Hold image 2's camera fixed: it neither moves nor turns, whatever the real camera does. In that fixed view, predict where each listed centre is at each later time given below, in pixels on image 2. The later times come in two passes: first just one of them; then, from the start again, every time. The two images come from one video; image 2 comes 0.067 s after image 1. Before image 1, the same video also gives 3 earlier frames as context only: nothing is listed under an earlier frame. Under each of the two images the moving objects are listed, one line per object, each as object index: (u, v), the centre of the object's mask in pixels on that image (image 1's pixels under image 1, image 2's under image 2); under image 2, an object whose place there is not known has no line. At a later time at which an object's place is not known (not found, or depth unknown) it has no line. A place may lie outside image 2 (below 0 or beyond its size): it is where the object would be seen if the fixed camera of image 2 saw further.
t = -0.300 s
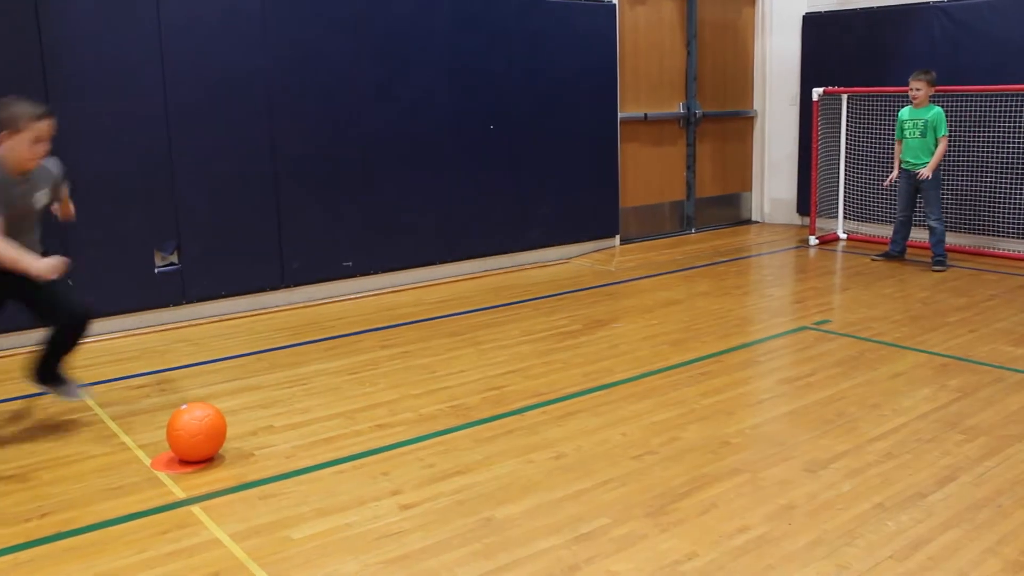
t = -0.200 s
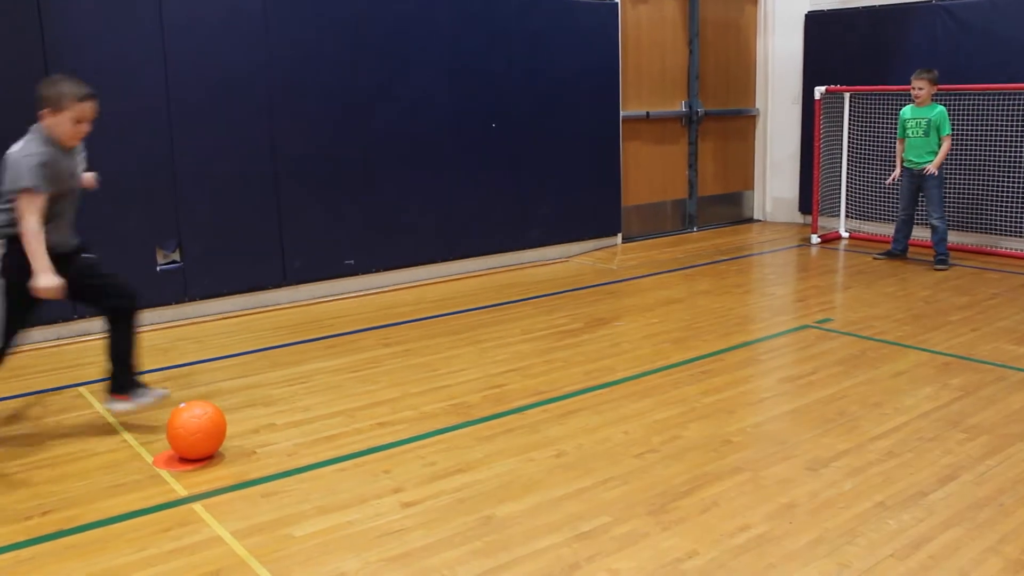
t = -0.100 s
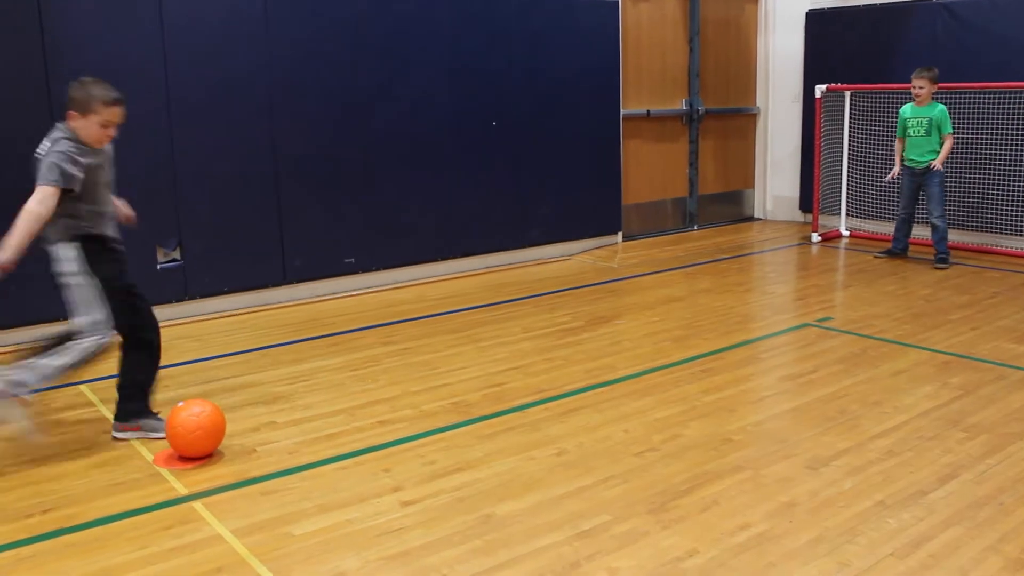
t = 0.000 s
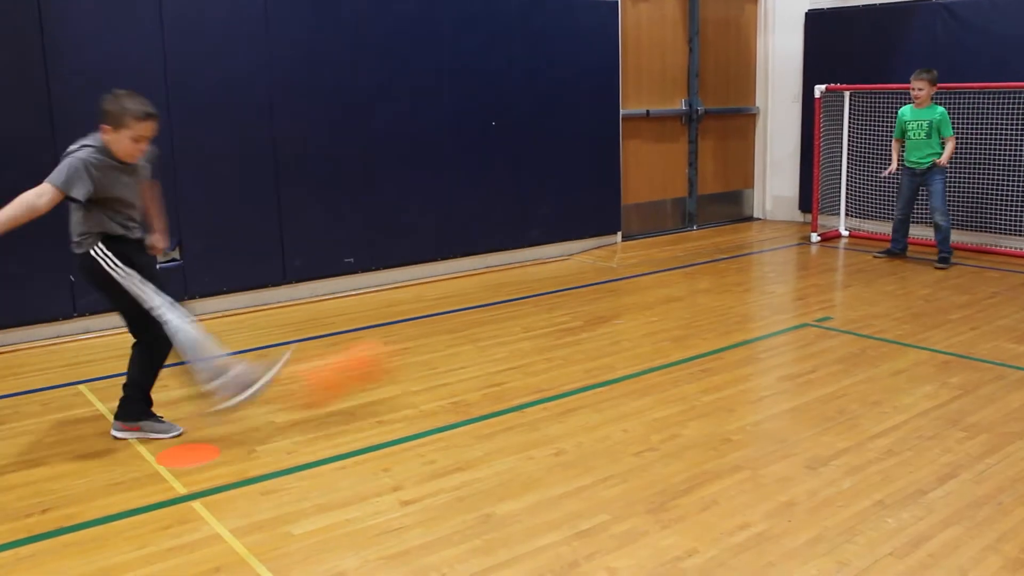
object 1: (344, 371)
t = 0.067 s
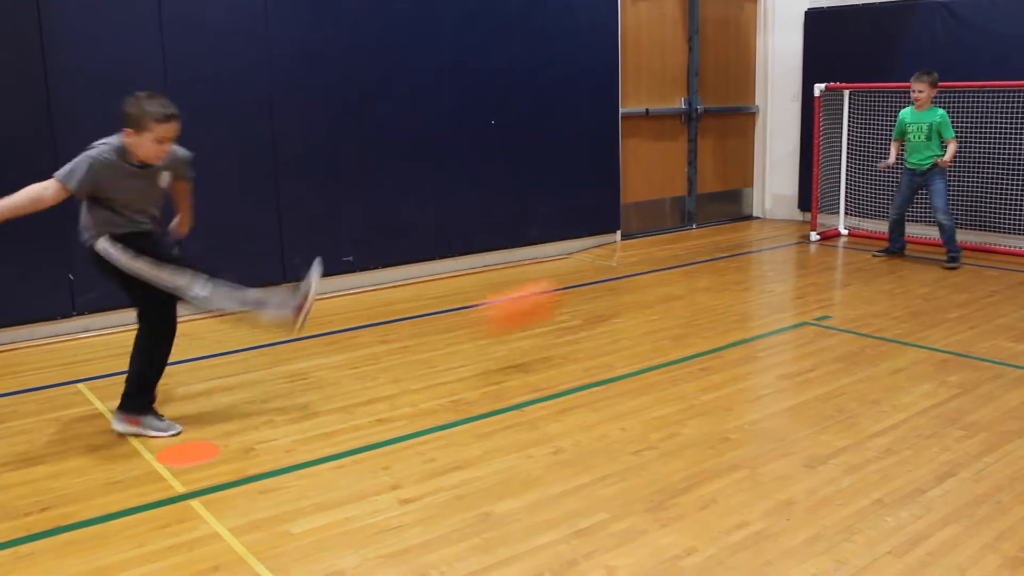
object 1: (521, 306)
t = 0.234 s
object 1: (778, 236)
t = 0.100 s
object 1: (590, 284)
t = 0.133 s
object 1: (646, 267)
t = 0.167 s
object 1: (696, 253)
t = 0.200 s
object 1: (740, 243)
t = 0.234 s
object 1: (778, 236)
